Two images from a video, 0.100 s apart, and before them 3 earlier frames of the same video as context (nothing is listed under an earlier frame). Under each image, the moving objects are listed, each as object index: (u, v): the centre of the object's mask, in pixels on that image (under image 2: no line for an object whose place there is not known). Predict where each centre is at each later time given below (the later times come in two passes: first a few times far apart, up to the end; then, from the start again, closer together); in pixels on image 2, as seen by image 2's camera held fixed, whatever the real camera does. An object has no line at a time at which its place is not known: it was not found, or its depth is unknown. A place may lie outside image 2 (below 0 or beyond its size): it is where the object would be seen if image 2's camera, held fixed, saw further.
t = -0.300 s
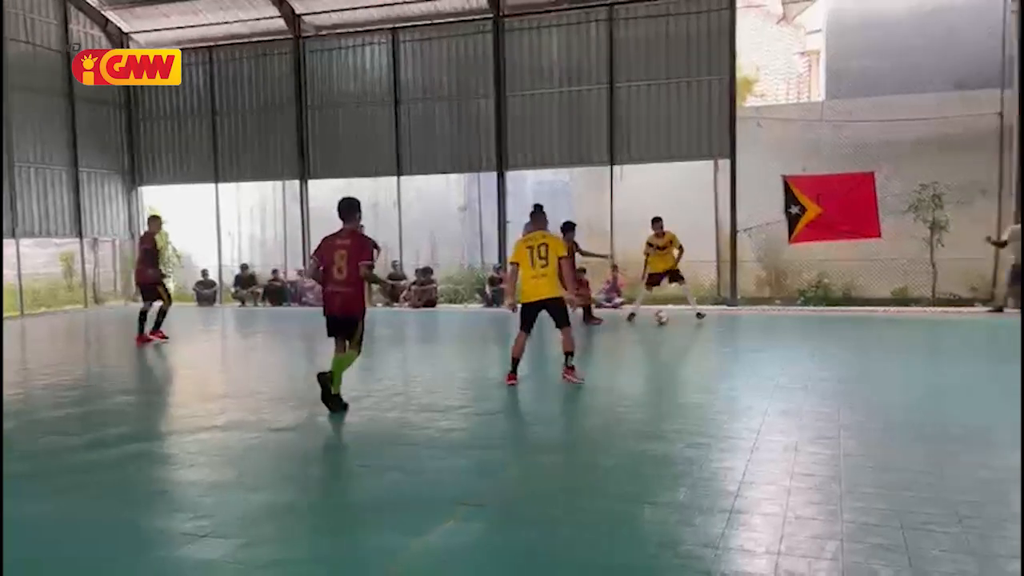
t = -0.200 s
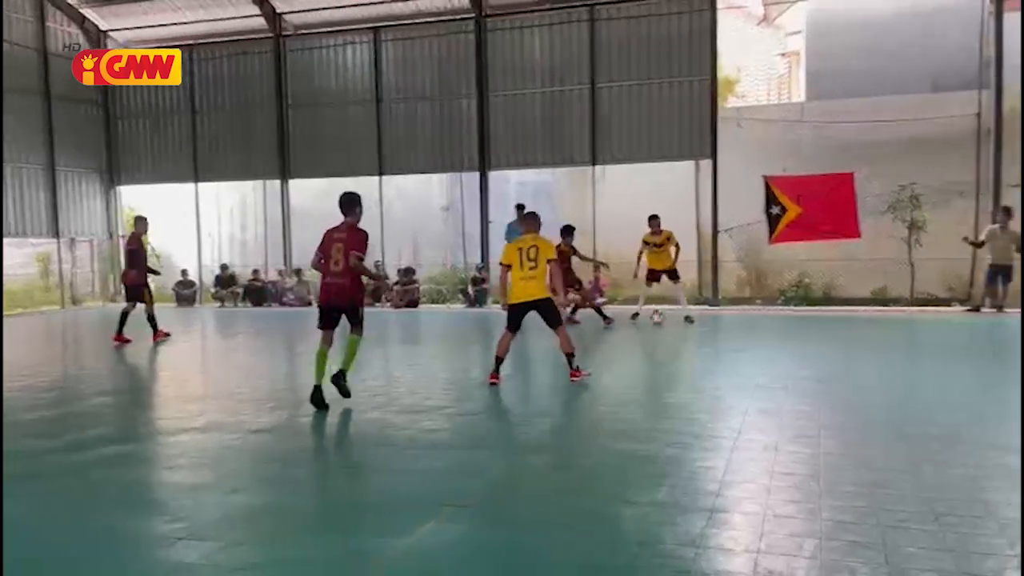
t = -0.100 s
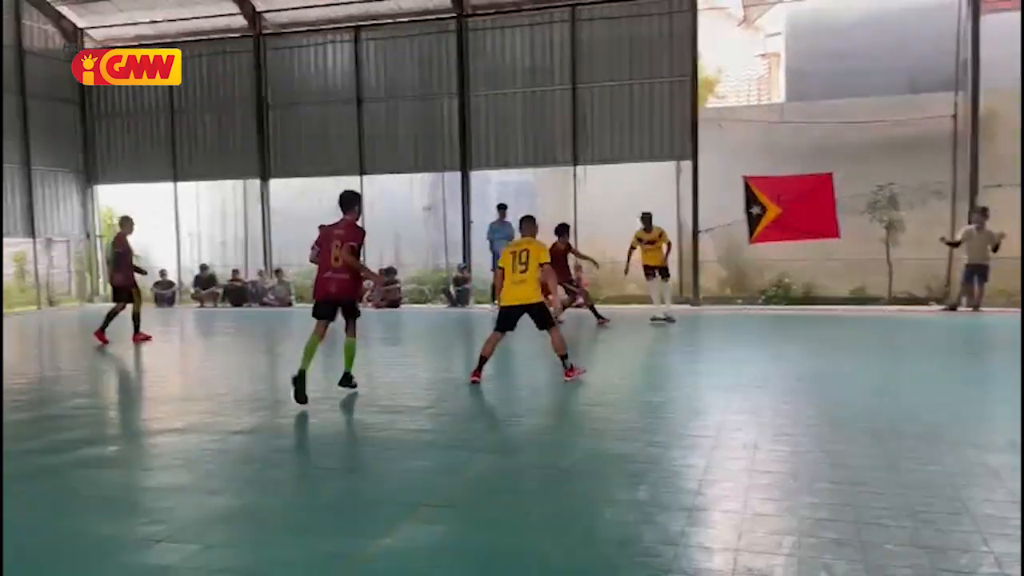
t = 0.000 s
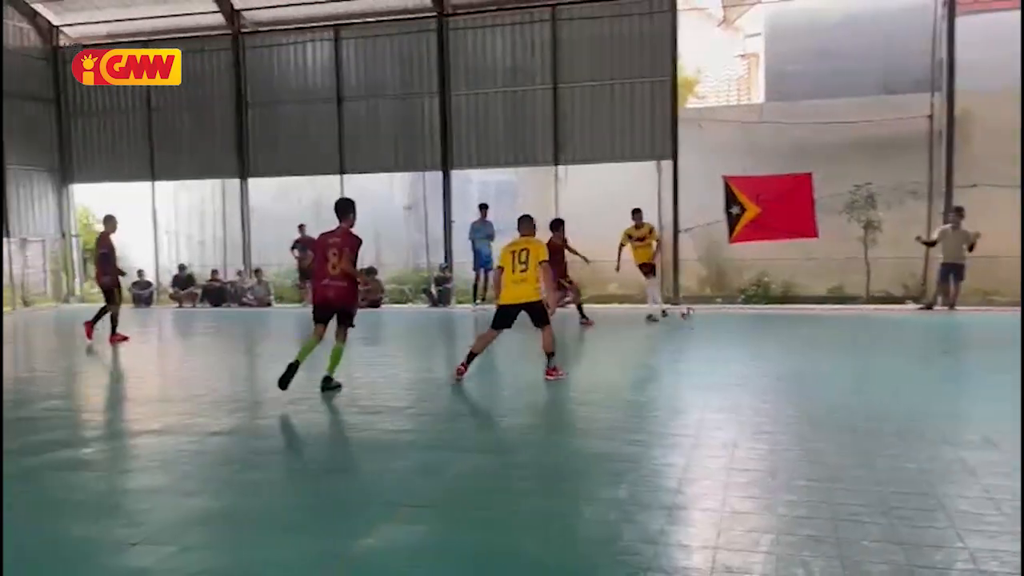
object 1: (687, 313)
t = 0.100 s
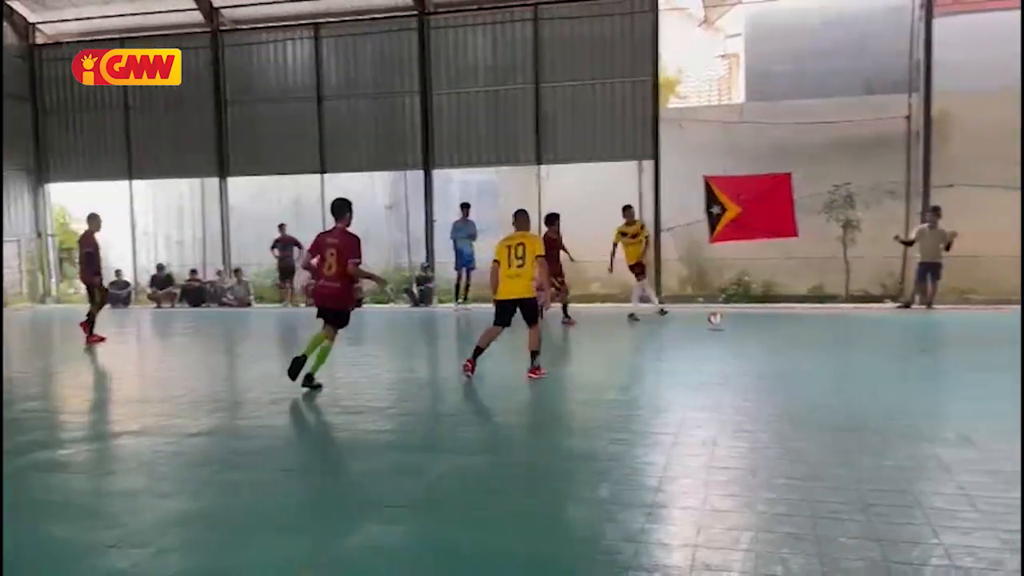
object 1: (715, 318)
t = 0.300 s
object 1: (800, 325)
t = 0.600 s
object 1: (916, 333)
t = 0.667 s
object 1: (943, 334)
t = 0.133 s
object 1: (731, 322)
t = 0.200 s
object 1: (758, 321)
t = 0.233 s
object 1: (771, 321)
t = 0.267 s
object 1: (785, 323)
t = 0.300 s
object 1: (800, 325)
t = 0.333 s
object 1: (812, 326)
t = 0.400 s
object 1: (839, 328)
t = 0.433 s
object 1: (850, 329)
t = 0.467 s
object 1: (863, 330)
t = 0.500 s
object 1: (877, 331)
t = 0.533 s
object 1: (889, 331)
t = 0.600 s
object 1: (916, 333)
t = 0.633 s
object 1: (930, 334)
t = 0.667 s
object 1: (943, 334)
